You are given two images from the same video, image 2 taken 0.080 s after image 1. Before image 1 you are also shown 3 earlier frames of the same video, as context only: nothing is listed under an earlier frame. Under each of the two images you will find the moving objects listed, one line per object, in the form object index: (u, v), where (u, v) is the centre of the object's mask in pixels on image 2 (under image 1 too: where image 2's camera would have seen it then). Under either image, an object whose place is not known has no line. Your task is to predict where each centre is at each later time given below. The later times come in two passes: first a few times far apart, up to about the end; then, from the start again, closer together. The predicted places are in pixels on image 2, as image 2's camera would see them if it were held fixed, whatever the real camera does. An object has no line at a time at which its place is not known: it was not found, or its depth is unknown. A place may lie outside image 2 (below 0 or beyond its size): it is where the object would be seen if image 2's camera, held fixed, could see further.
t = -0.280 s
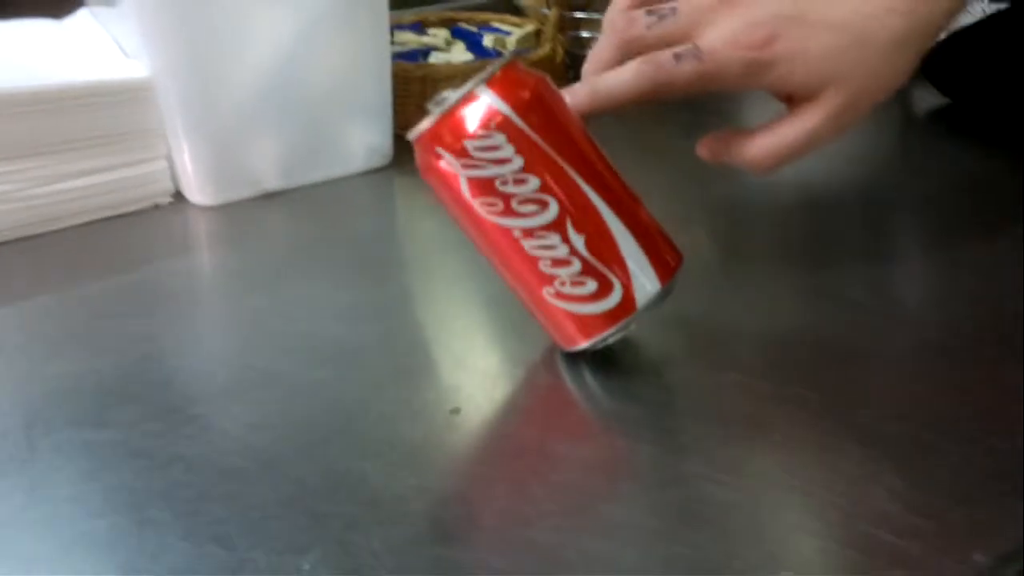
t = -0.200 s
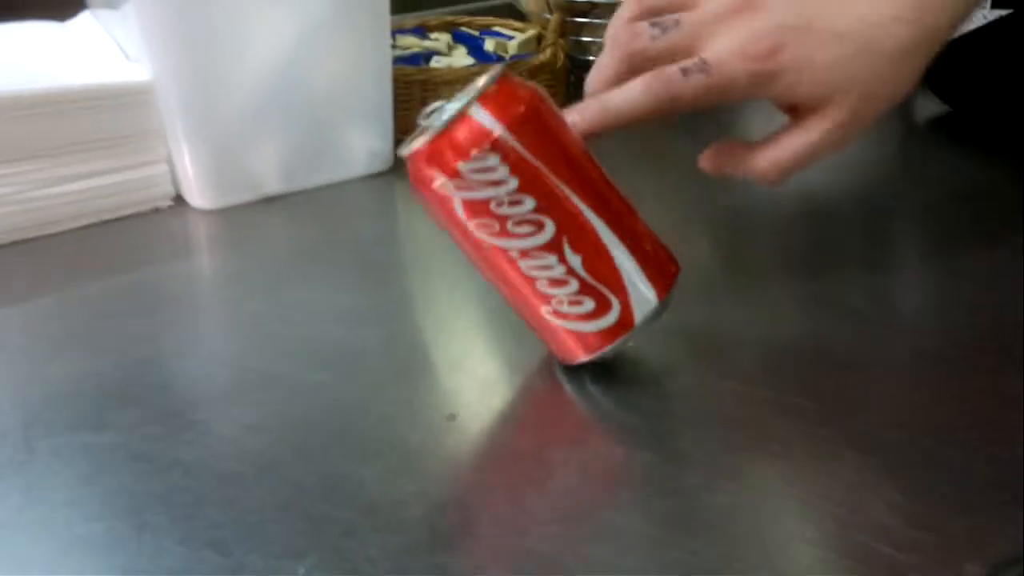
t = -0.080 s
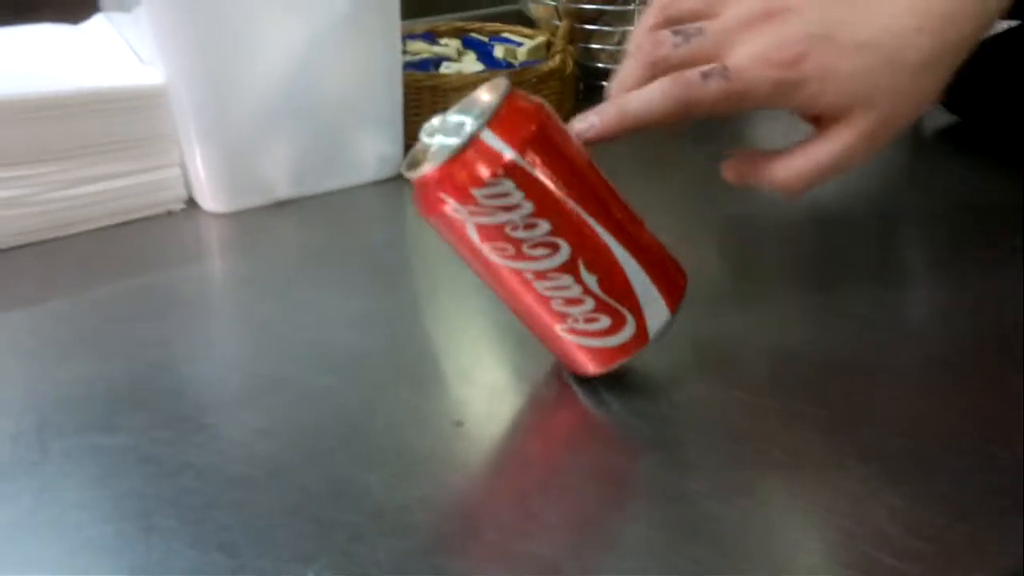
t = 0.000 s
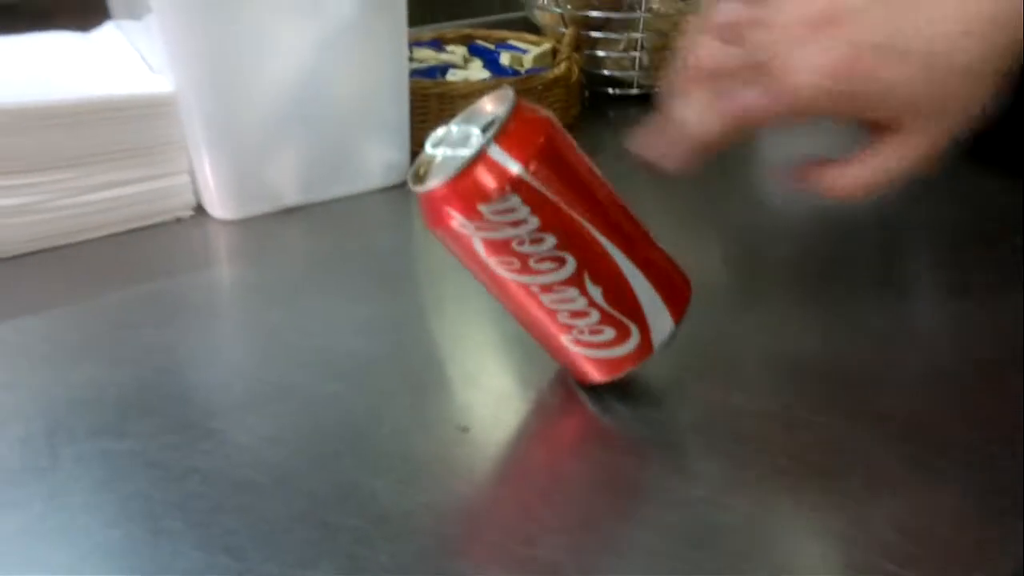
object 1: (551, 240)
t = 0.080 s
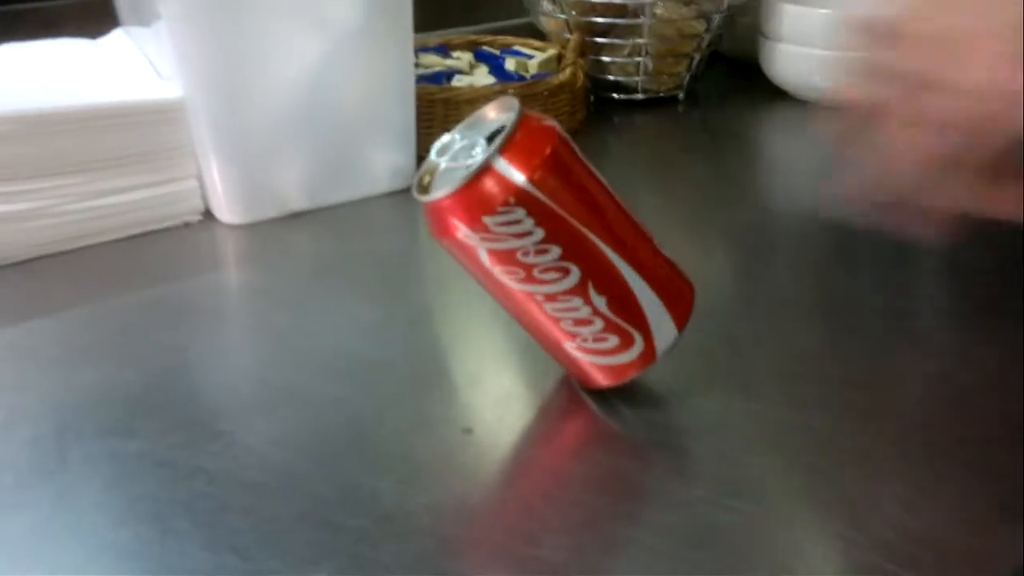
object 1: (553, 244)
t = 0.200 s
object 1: (551, 244)
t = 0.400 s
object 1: (551, 242)
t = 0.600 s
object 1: (553, 236)
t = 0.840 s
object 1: (564, 222)
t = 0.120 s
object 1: (553, 244)
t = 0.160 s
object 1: (553, 244)
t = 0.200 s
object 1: (551, 244)
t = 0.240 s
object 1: (551, 244)
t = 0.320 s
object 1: (550, 243)
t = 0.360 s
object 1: (550, 242)
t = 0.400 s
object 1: (551, 242)
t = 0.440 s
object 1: (551, 241)
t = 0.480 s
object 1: (551, 240)
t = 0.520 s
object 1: (551, 239)
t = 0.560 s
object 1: (553, 237)
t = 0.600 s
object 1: (553, 236)
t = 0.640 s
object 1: (554, 234)
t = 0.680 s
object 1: (556, 232)
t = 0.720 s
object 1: (557, 230)
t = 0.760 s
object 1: (560, 228)
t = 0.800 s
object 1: (561, 225)
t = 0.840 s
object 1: (564, 222)
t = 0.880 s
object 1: (566, 219)
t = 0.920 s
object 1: (569, 215)
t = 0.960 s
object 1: (573, 213)
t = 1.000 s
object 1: (578, 211)
